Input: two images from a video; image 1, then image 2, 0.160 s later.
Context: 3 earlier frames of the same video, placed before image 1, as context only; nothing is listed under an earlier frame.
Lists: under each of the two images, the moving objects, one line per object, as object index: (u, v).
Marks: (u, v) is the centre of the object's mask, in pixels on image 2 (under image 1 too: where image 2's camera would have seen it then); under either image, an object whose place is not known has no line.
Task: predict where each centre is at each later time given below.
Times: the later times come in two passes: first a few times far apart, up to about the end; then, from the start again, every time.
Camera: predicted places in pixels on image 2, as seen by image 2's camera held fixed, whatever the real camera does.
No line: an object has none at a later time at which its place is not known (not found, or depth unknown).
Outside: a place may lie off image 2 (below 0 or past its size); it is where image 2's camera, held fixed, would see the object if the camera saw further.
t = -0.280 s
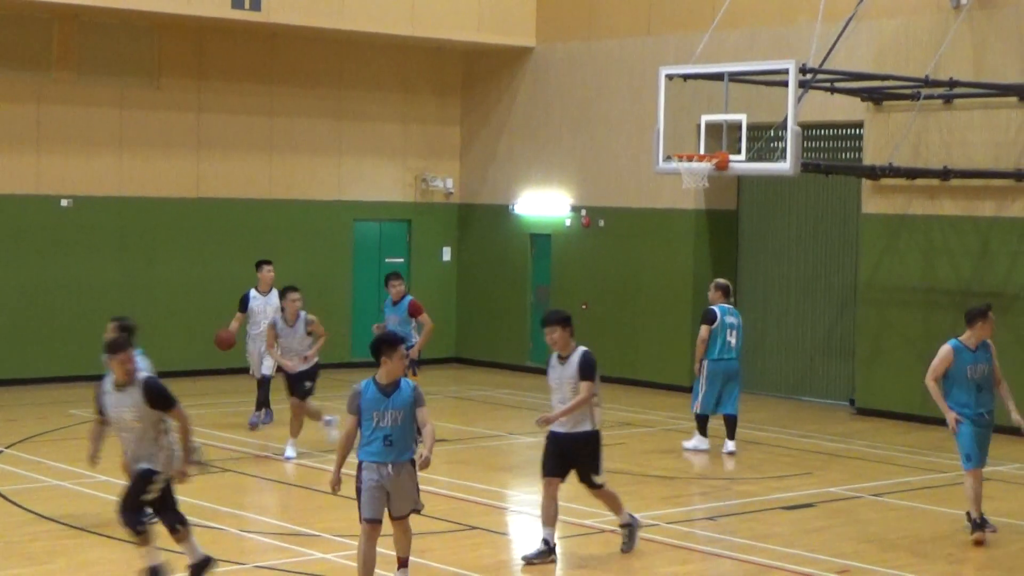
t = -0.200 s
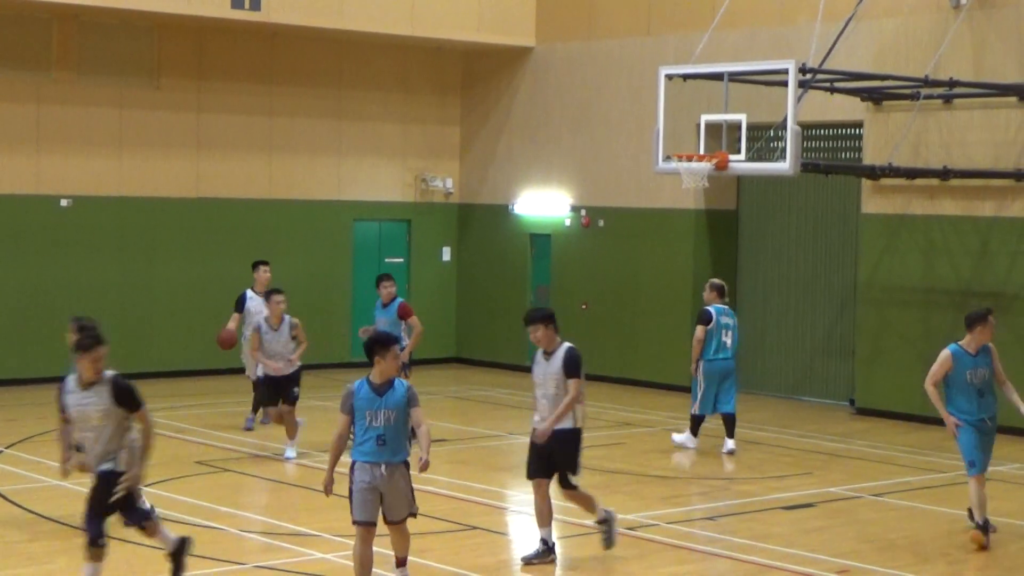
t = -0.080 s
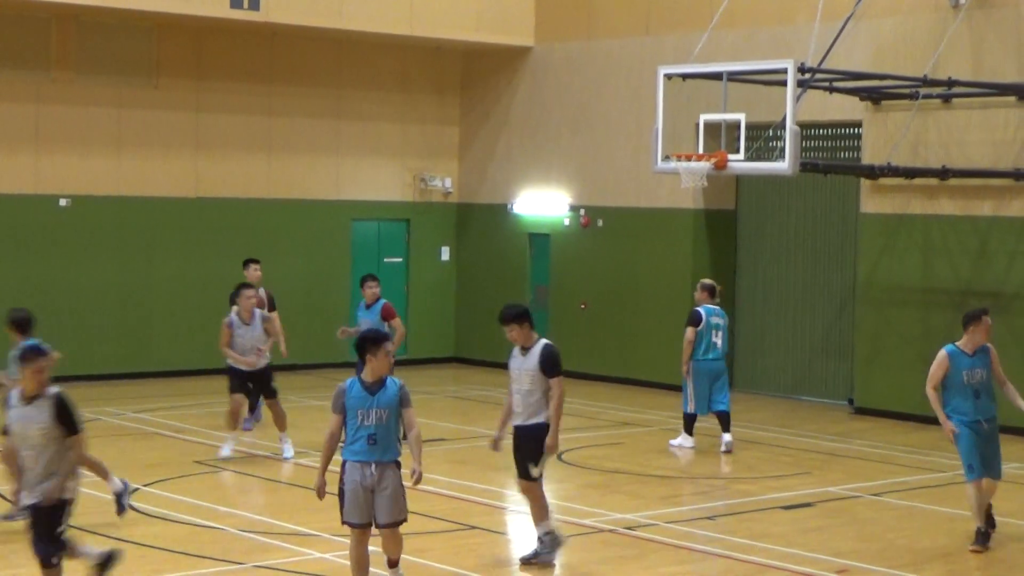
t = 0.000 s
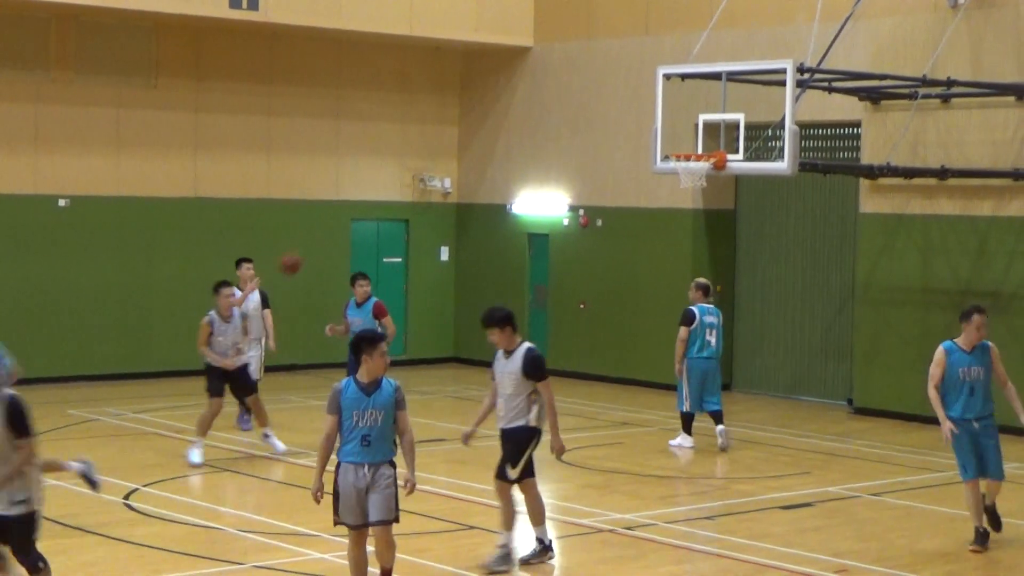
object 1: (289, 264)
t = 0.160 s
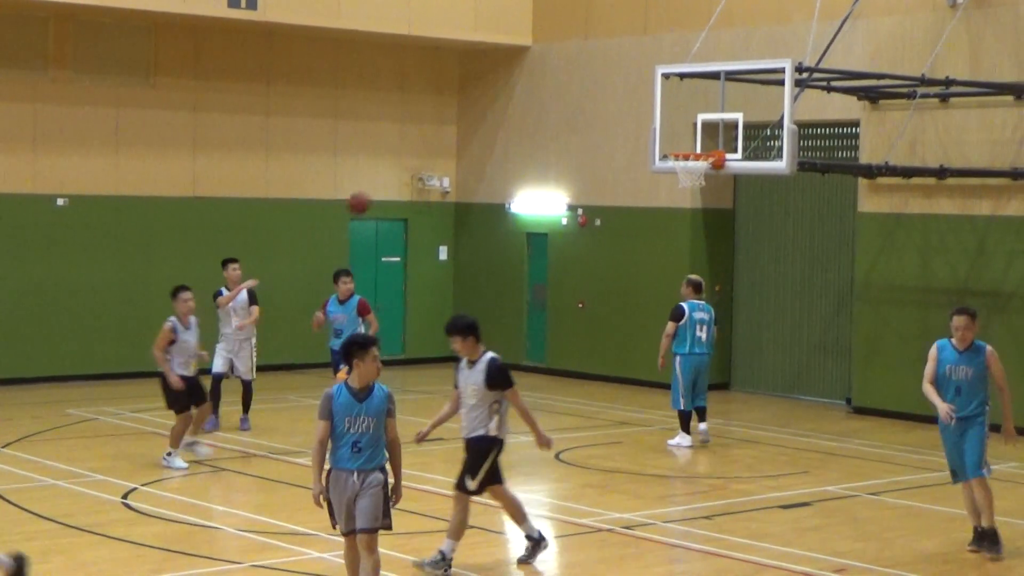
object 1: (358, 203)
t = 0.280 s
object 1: (412, 174)
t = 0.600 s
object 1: (559, 163)
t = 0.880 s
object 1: (692, 240)
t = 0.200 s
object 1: (377, 191)
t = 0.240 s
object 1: (394, 182)
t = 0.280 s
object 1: (412, 174)
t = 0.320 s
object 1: (430, 167)
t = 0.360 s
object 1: (448, 162)
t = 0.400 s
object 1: (466, 159)
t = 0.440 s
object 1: (484, 156)
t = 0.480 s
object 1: (503, 156)
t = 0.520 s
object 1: (521, 156)
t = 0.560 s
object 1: (540, 158)
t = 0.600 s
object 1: (559, 163)
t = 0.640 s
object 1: (578, 169)
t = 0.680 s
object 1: (596, 176)
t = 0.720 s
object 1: (615, 186)
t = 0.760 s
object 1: (635, 196)
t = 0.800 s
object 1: (654, 210)
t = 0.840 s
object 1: (674, 224)
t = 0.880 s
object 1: (692, 240)
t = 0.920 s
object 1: (713, 260)
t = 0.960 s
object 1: (730, 279)
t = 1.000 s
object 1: (751, 302)
